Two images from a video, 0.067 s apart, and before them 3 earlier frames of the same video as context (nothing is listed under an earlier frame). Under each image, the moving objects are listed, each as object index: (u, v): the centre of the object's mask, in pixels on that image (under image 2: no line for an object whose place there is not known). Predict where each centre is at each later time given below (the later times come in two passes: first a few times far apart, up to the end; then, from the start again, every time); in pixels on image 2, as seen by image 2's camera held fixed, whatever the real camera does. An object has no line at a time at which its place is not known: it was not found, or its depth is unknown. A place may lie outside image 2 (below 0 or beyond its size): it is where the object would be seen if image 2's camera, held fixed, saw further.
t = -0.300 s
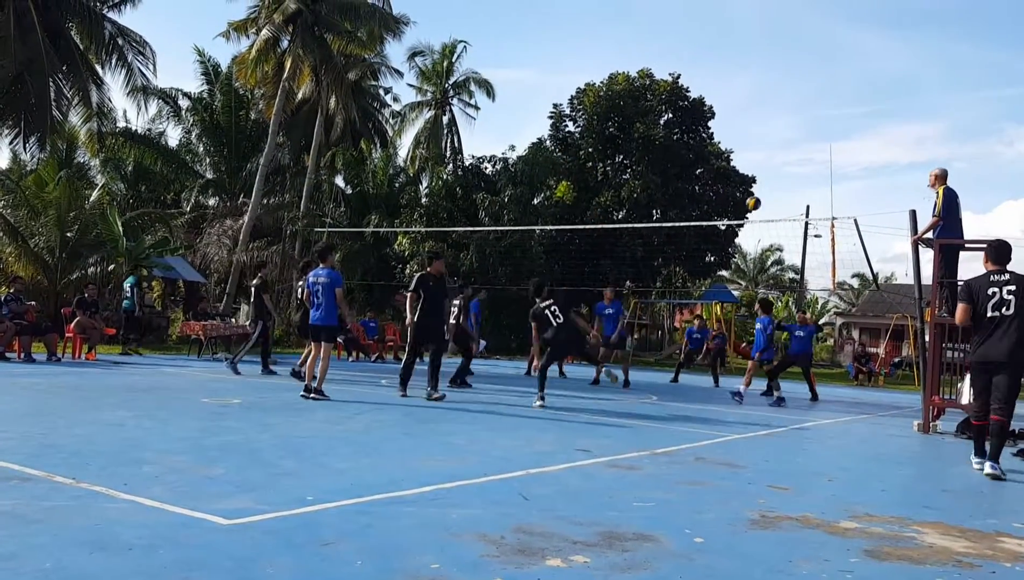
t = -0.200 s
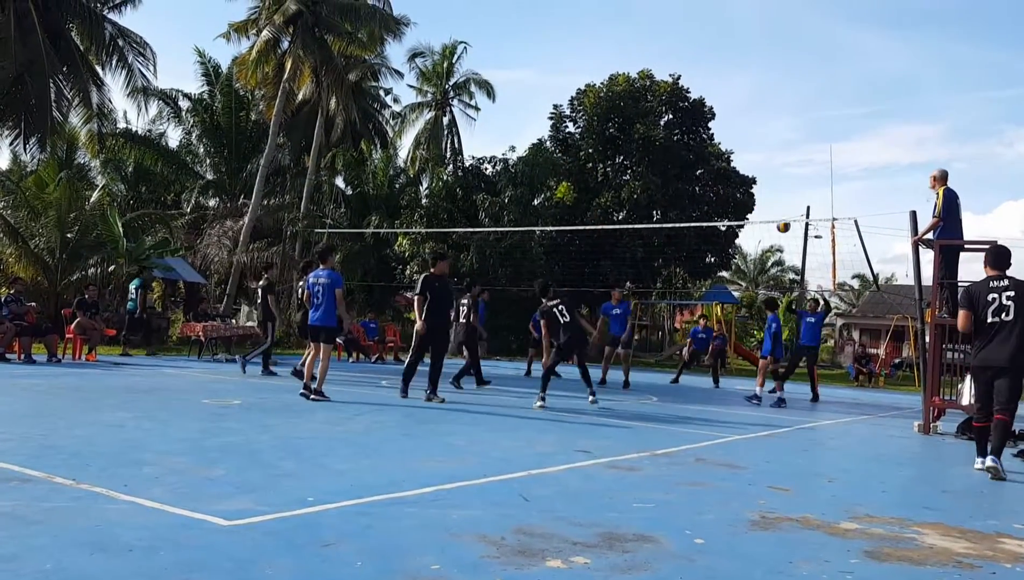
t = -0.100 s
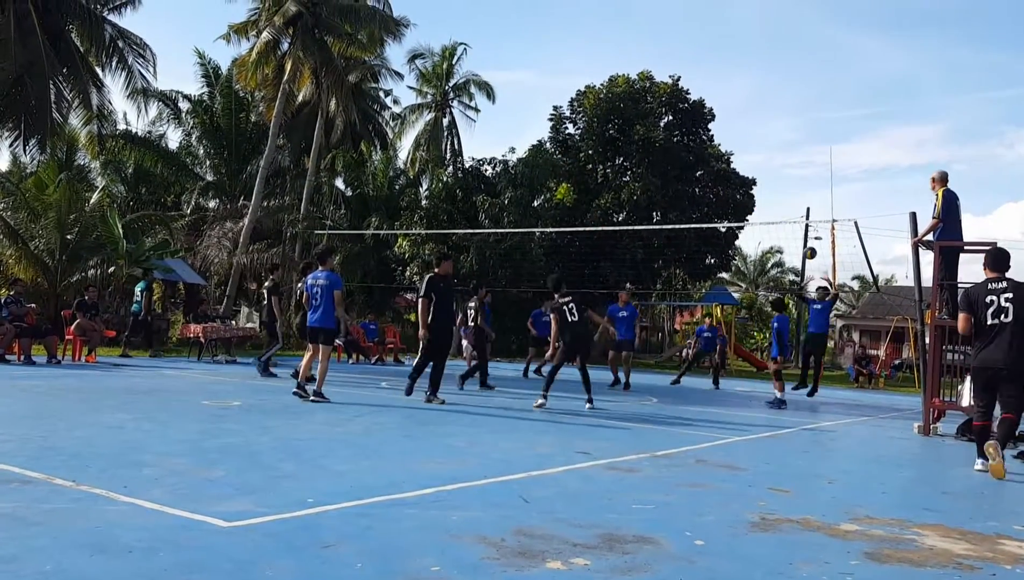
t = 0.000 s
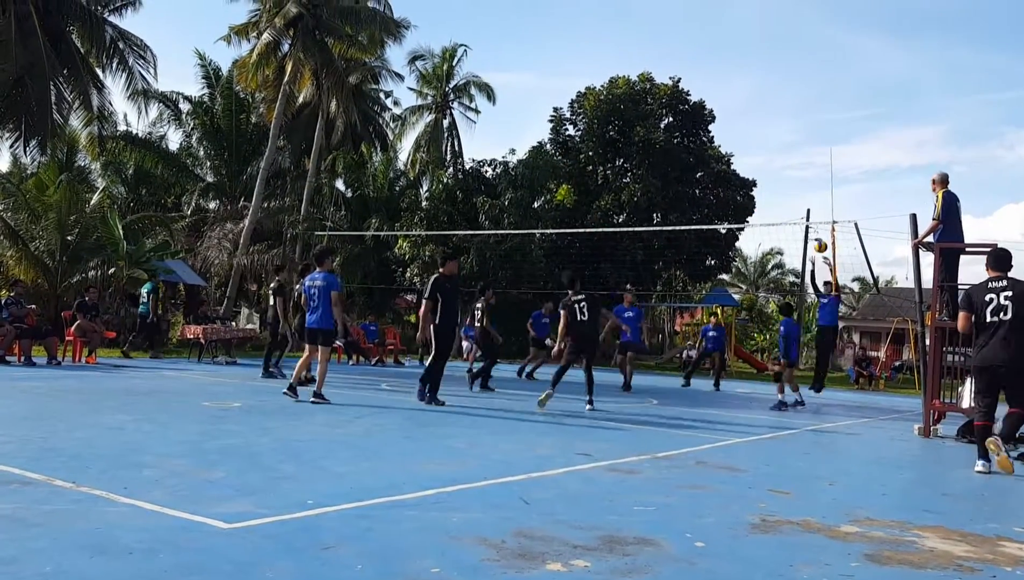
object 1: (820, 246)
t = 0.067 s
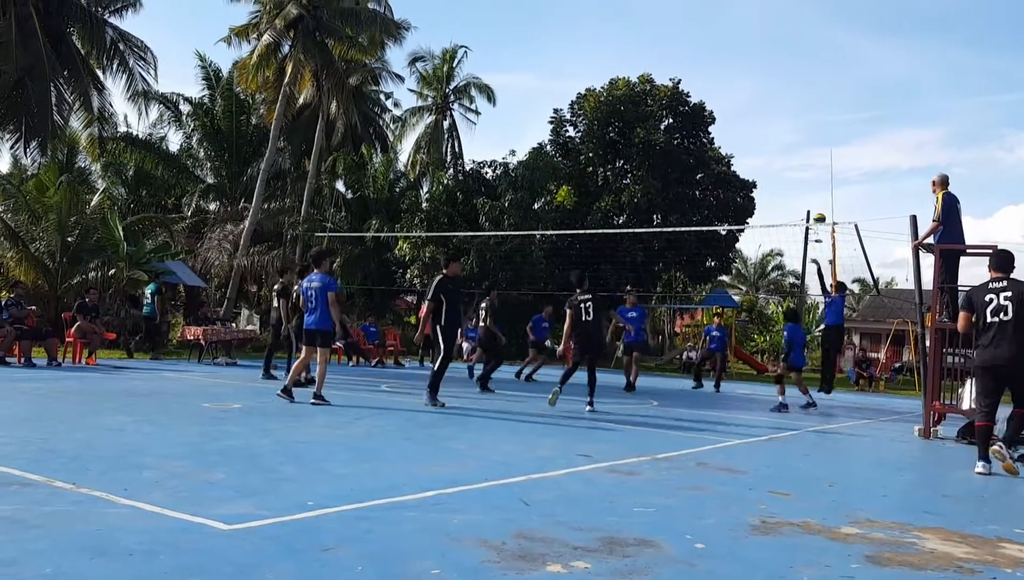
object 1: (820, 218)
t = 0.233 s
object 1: (816, 160)
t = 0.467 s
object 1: (810, 109)
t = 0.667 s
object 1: (804, 90)
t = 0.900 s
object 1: (797, 94)
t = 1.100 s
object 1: (791, 118)
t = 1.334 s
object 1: (782, 167)
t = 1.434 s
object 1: (779, 193)
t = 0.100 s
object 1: (818, 205)
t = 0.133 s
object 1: (817, 193)
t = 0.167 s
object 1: (817, 181)
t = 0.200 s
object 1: (816, 170)
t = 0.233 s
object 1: (816, 160)
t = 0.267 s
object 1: (815, 151)
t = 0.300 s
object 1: (814, 142)
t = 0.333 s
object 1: (813, 134)
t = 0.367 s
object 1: (813, 126)
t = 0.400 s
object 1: (812, 120)
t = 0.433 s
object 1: (811, 114)
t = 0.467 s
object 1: (810, 109)
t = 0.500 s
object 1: (809, 104)
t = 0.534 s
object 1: (808, 100)
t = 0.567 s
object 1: (808, 96)
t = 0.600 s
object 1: (806, 93)
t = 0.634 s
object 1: (805, 91)
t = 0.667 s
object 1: (804, 90)
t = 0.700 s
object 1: (803, 89)
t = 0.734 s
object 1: (802, 88)
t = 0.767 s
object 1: (801, 88)
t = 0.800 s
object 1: (801, 89)
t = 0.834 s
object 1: (799, 91)
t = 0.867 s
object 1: (798, 92)
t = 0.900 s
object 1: (797, 94)
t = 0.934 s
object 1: (796, 97)
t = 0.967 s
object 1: (795, 100)
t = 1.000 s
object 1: (794, 104)
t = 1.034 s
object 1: (793, 108)
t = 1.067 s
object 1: (792, 112)
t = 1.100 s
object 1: (791, 118)
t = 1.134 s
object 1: (790, 123)
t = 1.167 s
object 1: (788, 129)
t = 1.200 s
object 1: (787, 136)
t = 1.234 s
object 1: (786, 143)
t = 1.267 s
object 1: (785, 150)
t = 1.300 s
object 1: (783, 158)
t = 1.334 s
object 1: (782, 167)
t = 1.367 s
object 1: (781, 175)
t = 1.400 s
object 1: (780, 184)
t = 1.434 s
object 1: (779, 193)
